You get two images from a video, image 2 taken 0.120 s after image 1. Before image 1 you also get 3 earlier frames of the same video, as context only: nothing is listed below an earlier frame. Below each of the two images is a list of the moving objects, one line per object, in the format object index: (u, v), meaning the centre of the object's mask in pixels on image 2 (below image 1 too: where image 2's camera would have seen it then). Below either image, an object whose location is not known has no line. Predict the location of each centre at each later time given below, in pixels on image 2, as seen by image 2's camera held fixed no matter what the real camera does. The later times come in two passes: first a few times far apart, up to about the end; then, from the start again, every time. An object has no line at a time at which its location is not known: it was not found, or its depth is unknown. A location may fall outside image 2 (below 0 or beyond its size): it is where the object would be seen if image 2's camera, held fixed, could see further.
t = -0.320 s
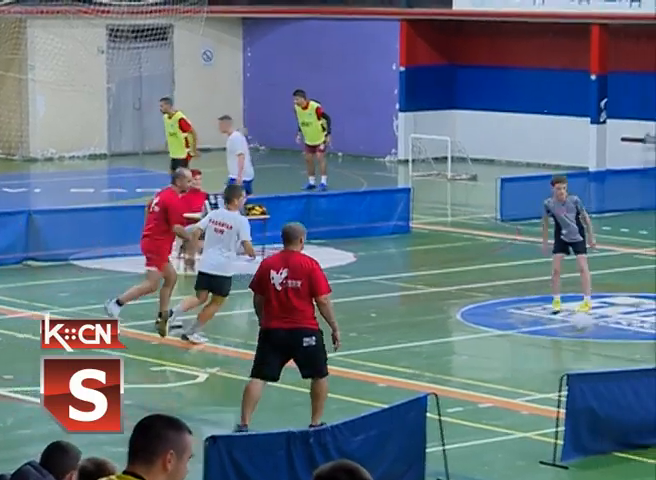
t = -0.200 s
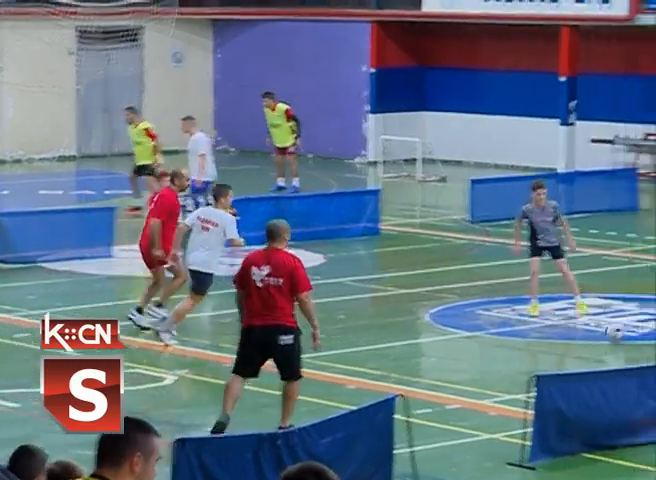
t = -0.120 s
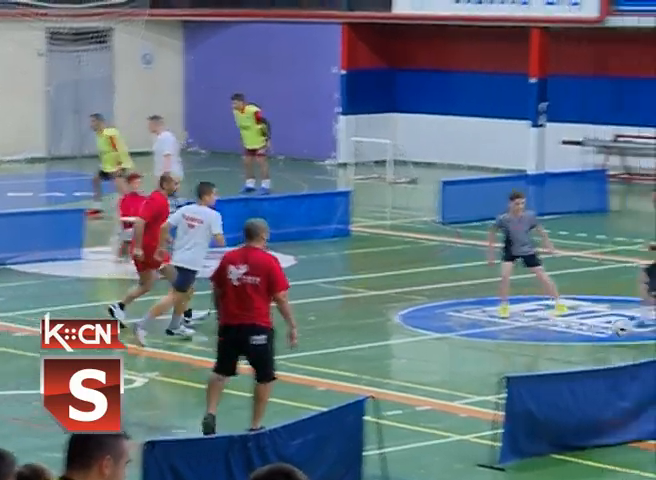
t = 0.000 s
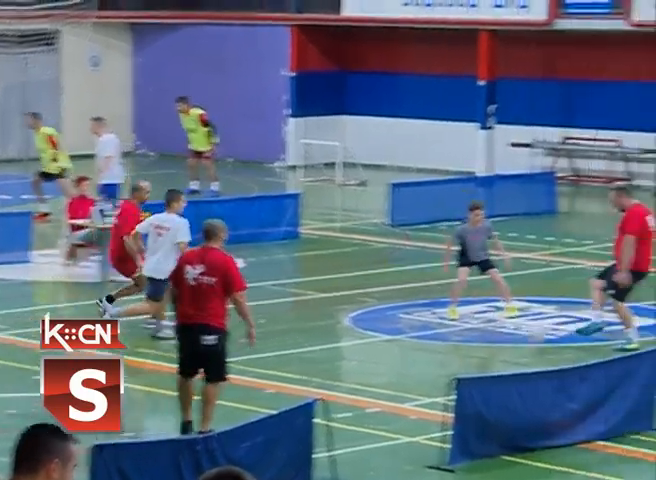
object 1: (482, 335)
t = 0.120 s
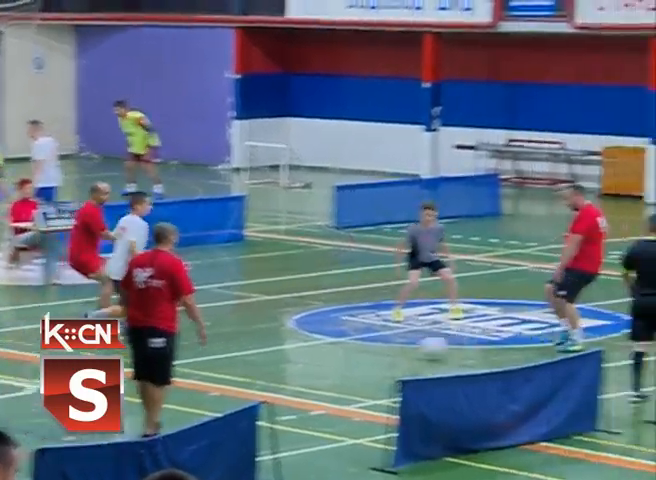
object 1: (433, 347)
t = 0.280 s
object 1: (378, 356)
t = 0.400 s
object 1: (342, 362)
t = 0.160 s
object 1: (419, 346)
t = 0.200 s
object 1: (406, 348)
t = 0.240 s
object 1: (391, 355)
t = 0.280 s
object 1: (378, 356)
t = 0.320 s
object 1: (365, 359)
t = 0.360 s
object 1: (352, 360)
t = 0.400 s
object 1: (342, 362)
